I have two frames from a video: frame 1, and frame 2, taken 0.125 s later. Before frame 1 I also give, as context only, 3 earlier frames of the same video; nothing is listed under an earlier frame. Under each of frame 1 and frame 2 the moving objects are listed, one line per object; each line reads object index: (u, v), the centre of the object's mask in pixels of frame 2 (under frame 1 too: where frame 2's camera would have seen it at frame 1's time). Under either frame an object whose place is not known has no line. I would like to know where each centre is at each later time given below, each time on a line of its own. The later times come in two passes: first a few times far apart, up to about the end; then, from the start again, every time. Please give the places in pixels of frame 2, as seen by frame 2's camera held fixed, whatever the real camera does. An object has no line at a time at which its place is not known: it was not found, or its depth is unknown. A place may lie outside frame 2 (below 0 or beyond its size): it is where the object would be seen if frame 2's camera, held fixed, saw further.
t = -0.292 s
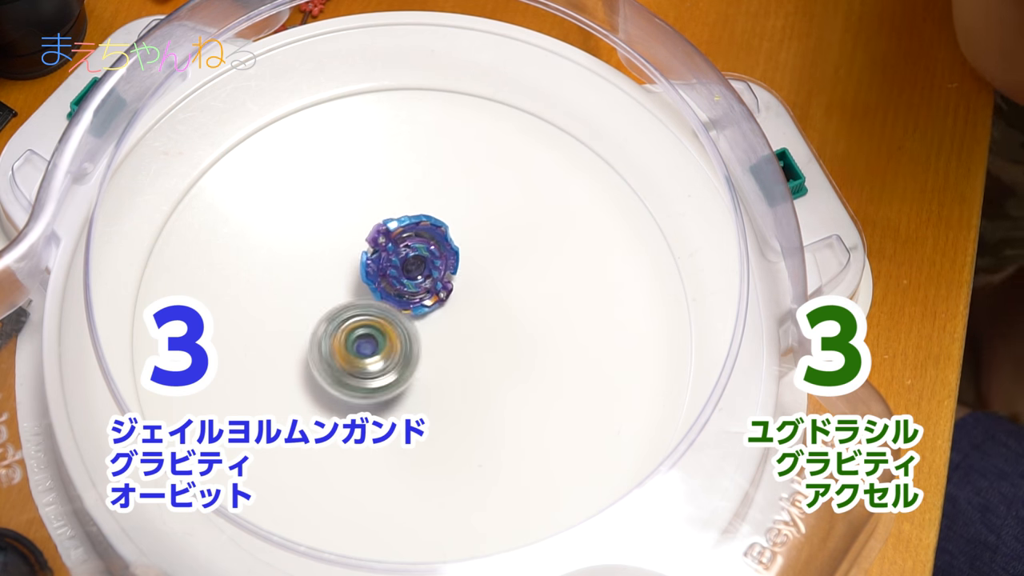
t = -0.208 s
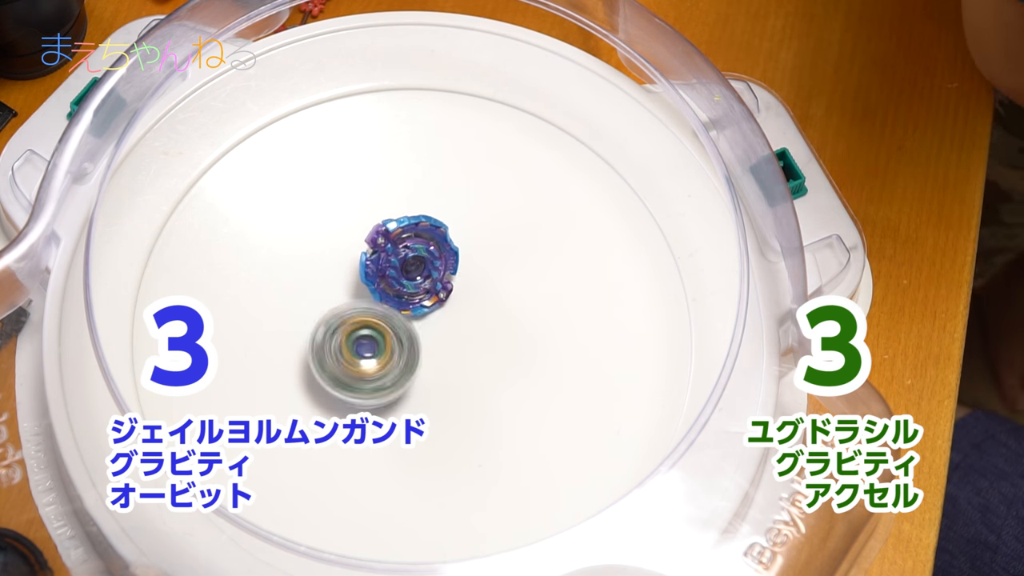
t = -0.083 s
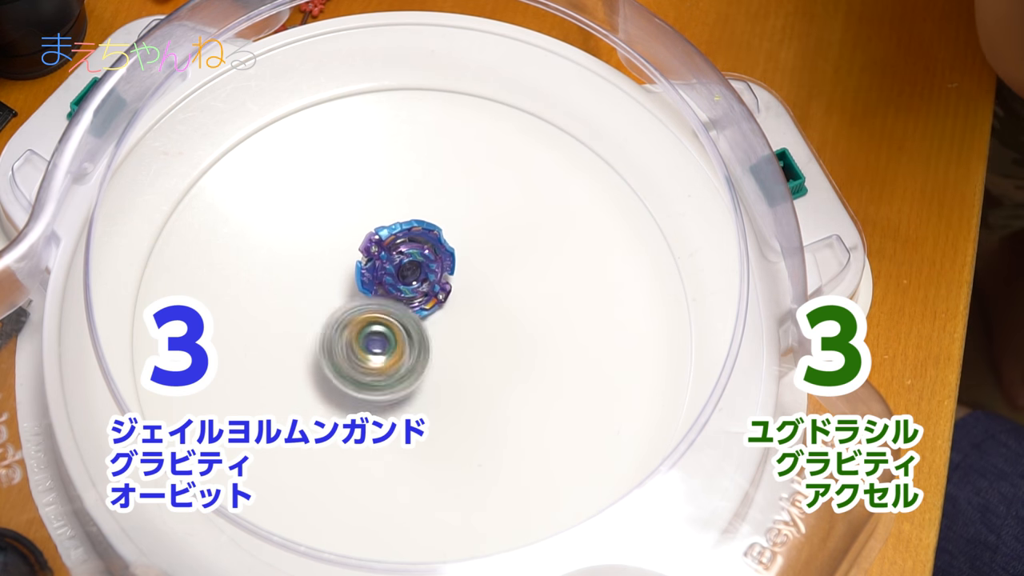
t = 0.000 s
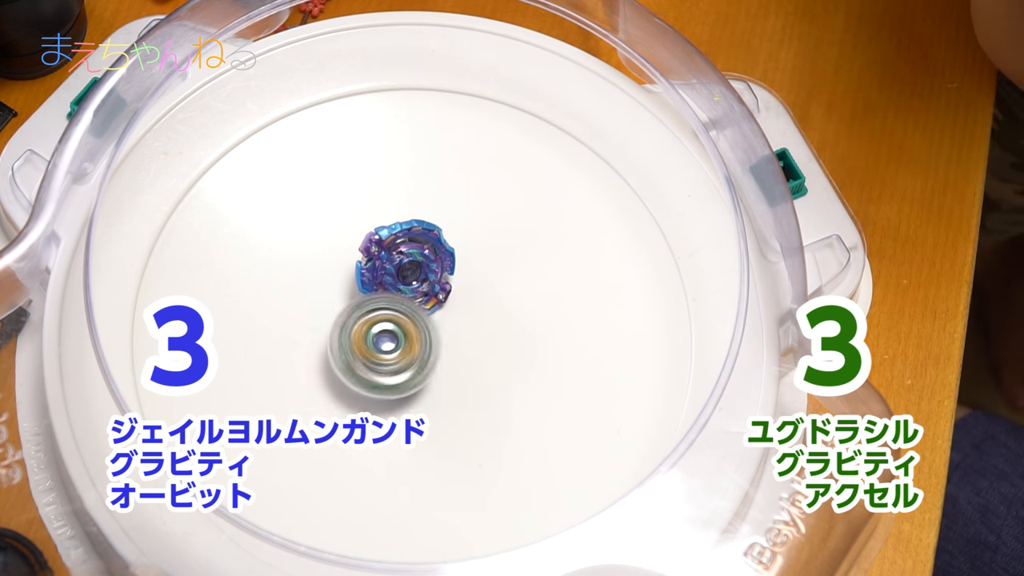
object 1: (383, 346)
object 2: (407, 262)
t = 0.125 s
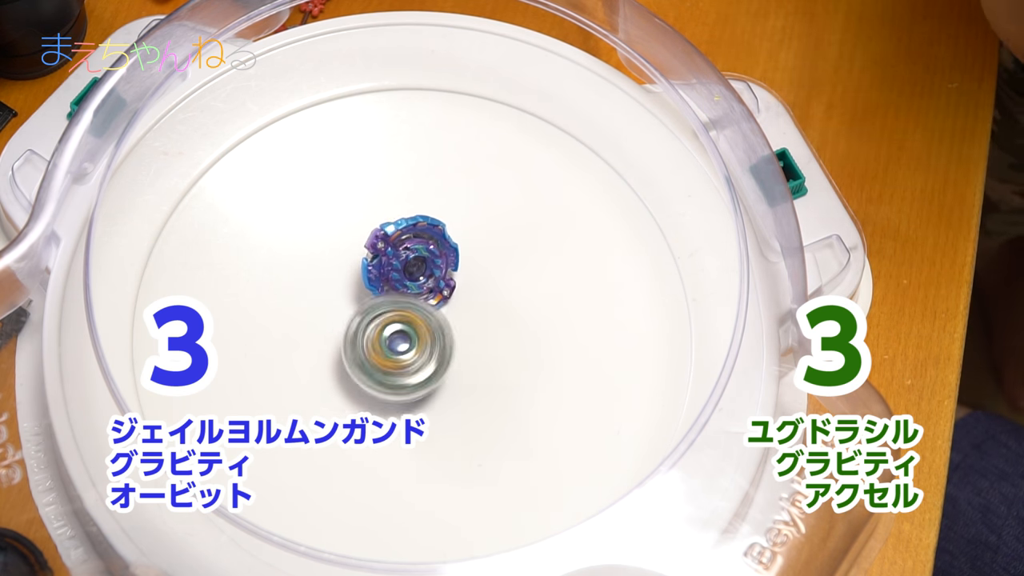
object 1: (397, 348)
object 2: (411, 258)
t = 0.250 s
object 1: (412, 346)
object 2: (407, 261)
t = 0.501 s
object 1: (430, 342)
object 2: (405, 261)
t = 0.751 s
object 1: (433, 344)
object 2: (404, 262)
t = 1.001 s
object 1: (419, 351)
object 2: (406, 263)
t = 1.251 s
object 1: (393, 349)
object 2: (407, 262)
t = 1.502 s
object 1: (383, 352)
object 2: (407, 263)
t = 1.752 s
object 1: (399, 346)
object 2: (407, 260)
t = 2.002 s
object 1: (431, 354)
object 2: (406, 264)
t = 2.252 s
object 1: (440, 340)
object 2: (404, 261)
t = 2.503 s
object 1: (406, 350)
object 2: (407, 260)
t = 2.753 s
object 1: (396, 366)
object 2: (406, 254)
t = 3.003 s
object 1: (409, 373)
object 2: (405, 259)
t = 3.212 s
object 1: (402, 368)
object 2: (405, 259)
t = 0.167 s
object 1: (401, 347)
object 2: (410, 259)
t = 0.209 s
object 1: (406, 349)
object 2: (407, 261)
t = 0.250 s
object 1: (412, 346)
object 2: (407, 261)
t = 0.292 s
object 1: (415, 348)
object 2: (407, 261)
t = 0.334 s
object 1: (421, 347)
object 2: (406, 261)
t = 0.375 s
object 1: (422, 344)
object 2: (406, 261)
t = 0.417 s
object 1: (426, 345)
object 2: (405, 261)
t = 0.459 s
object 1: (430, 342)
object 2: (405, 261)
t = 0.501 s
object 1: (430, 342)
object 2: (405, 261)
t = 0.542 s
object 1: (434, 341)
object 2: (405, 261)
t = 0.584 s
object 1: (433, 338)
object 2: (404, 261)
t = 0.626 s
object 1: (434, 339)
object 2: (404, 261)
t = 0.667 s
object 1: (433, 337)
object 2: (404, 259)
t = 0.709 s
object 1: (433, 340)
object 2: (404, 260)
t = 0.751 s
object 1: (433, 344)
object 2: (404, 262)
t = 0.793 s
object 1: (432, 346)
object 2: (405, 263)
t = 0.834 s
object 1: (432, 350)
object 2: (405, 264)
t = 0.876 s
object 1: (428, 349)
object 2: (405, 264)
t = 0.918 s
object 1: (426, 351)
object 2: (405, 264)
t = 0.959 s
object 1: (424, 350)
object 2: (405, 263)
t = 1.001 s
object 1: (419, 351)
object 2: (406, 263)
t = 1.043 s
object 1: (417, 350)
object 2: (406, 263)
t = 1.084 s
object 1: (409, 349)
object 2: (406, 262)
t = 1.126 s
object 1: (408, 348)
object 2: (406, 262)
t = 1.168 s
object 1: (401, 345)
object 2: (406, 261)
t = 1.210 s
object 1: (395, 348)
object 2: (407, 261)
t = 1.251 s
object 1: (393, 349)
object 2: (407, 262)
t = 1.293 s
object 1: (387, 351)
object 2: (407, 263)
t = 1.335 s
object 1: (387, 353)
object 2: (407, 263)
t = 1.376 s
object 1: (381, 352)
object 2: (407, 263)
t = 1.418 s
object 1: (384, 354)
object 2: (407, 263)
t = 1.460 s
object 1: (381, 351)
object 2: (407, 263)
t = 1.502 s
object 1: (383, 352)
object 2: (407, 263)
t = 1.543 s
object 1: (385, 349)
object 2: (407, 263)
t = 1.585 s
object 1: (386, 353)
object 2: (408, 264)
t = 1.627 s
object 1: (390, 349)
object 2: (407, 262)
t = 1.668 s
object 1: (391, 350)
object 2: (407, 262)
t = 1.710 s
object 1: (397, 347)
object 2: (407, 261)
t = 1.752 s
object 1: (399, 346)
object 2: (407, 260)
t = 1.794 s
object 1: (406, 344)
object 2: (407, 259)
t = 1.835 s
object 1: (409, 345)
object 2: (406, 259)
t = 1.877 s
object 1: (416, 349)
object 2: (406, 261)
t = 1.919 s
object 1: (420, 350)
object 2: (405, 262)
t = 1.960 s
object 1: (425, 353)
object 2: (406, 263)
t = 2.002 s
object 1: (431, 354)
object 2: (406, 264)
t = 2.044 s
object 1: (435, 354)
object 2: (406, 264)
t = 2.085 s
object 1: (440, 352)
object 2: (406, 264)
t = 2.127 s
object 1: (440, 350)
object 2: (405, 264)
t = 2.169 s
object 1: (441, 346)
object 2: (405, 263)
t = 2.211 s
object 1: (439, 345)
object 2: (405, 262)
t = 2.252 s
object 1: (440, 340)
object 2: (404, 261)
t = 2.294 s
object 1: (435, 339)
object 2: (404, 260)
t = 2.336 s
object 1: (433, 334)
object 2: (403, 258)
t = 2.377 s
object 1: (427, 333)
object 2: (403, 256)
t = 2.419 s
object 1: (421, 340)
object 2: (405, 255)
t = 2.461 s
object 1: (410, 348)
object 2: (408, 258)
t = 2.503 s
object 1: (406, 350)
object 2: (407, 260)
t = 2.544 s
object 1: (402, 350)
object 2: (407, 262)
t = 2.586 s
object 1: (399, 359)
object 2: (408, 255)
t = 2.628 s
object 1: (398, 367)
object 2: (412, 249)
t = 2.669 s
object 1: (393, 369)
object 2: (413, 248)
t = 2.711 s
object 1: (394, 368)
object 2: (411, 251)
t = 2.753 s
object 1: (396, 366)
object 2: (406, 254)
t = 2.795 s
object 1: (402, 367)
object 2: (404, 257)
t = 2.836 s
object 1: (408, 370)
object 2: (405, 258)
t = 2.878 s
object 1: (407, 372)
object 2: (405, 259)
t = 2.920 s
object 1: (408, 373)
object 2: (405, 259)
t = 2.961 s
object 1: (408, 374)
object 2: (405, 259)
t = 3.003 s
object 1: (409, 373)
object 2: (405, 259)
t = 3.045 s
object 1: (411, 372)
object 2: (405, 259)
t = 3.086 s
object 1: (410, 370)
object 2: (405, 259)
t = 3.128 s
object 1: (407, 370)
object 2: (405, 259)
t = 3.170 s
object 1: (406, 370)
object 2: (405, 259)
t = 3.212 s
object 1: (402, 368)
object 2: (405, 259)
